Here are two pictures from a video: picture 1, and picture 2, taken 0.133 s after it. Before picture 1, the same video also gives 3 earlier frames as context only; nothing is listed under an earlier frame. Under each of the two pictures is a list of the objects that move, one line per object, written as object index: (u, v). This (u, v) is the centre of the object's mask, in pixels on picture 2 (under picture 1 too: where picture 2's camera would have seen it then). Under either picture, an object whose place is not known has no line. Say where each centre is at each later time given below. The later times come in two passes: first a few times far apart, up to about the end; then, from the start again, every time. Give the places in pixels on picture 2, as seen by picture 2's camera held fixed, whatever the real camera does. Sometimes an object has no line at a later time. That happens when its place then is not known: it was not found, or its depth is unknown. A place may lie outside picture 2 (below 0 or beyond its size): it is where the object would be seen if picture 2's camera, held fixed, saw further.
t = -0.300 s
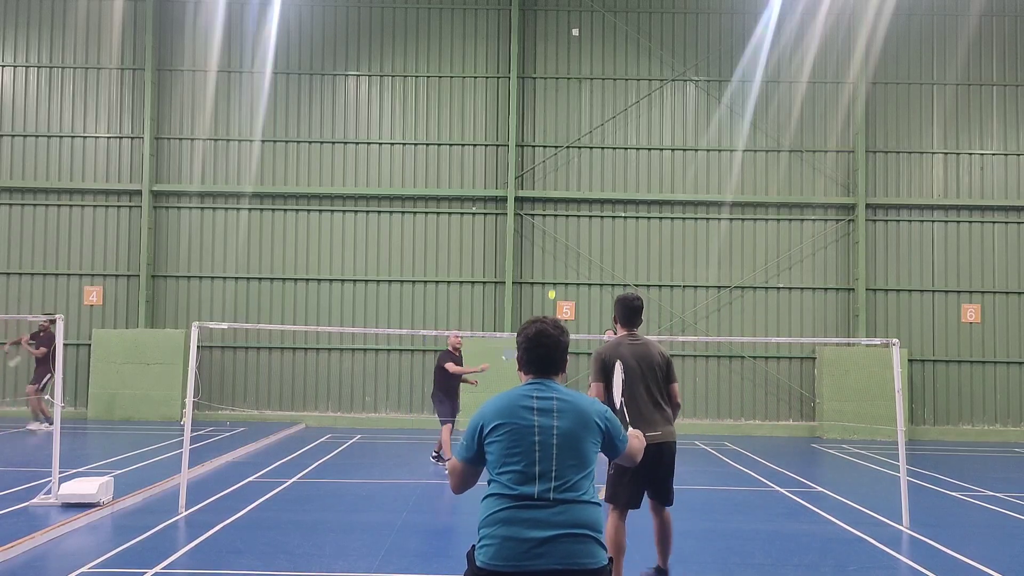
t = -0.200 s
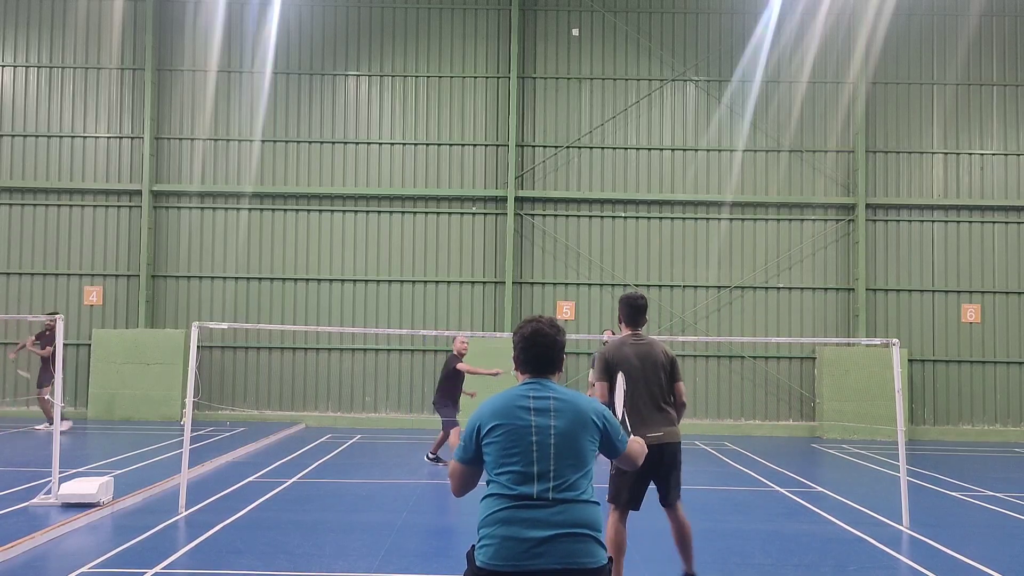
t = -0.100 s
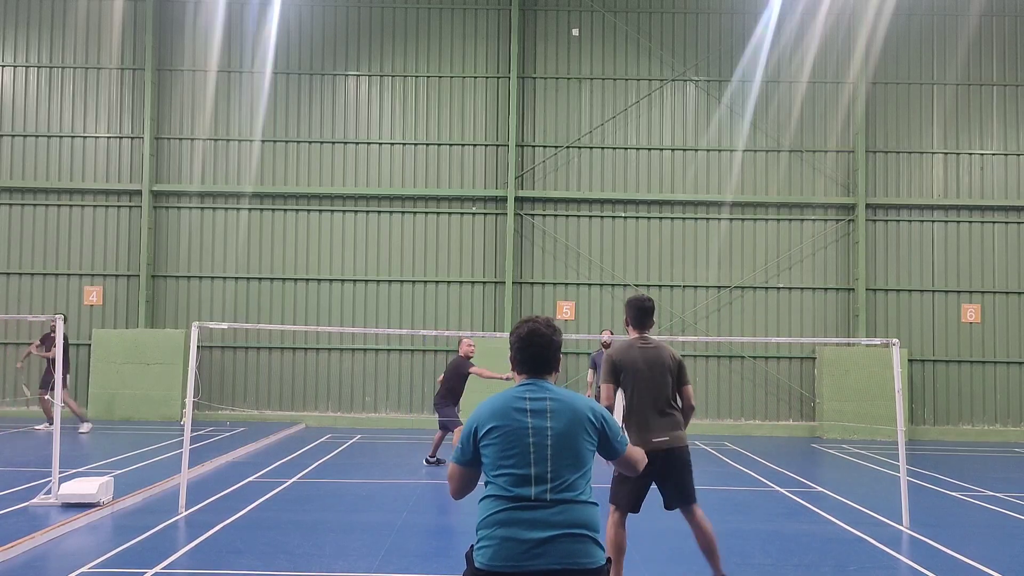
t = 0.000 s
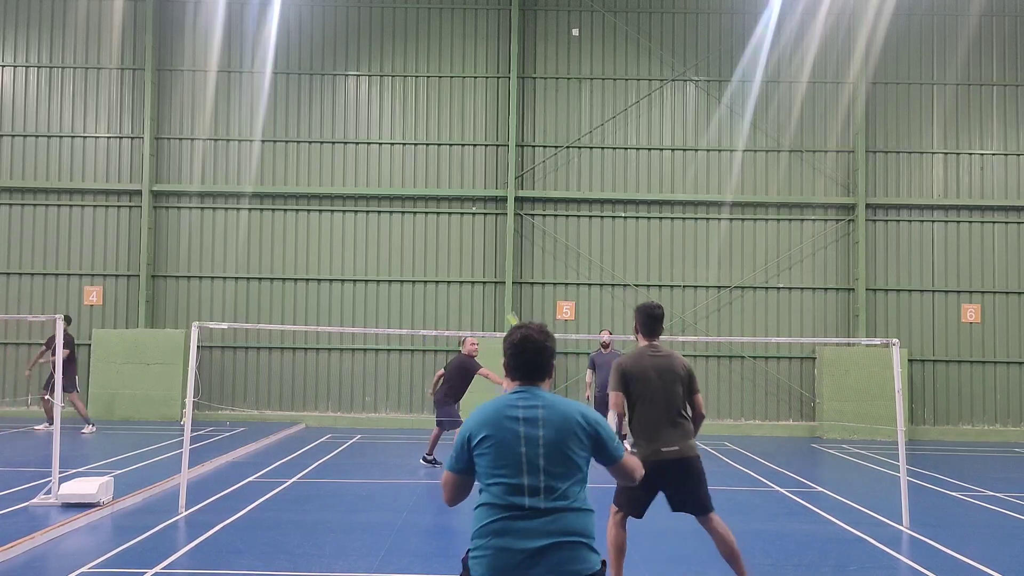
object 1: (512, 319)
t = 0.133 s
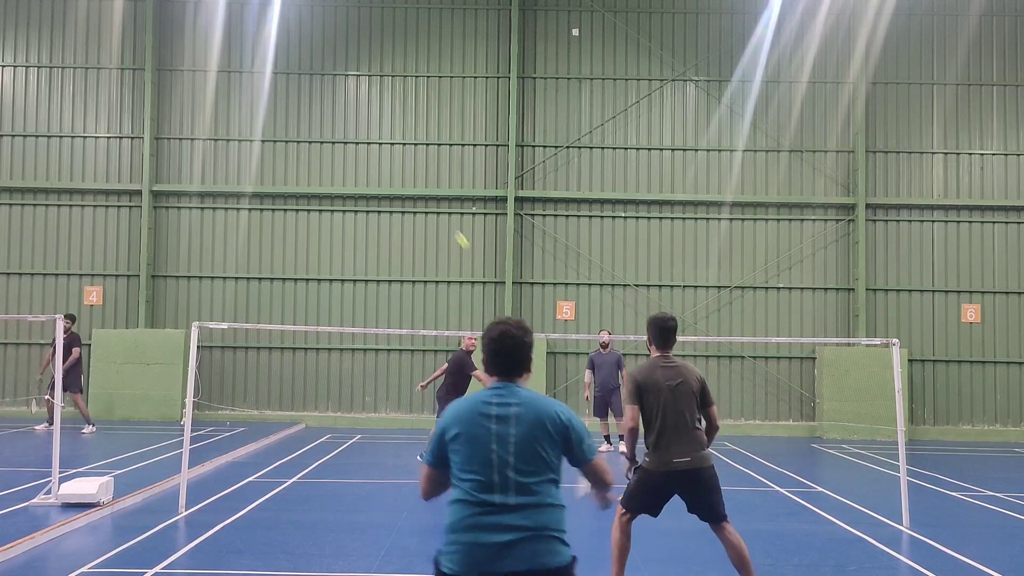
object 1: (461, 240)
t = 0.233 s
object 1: (422, 191)
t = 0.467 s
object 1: (313, 128)
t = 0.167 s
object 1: (448, 222)
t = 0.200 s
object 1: (435, 205)
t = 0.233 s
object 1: (422, 191)
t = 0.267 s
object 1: (406, 177)
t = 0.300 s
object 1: (392, 165)
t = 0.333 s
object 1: (377, 155)
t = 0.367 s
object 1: (363, 146)
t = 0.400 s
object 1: (345, 138)
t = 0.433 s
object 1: (330, 132)
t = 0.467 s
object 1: (313, 128)
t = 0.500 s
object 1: (296, 125)
